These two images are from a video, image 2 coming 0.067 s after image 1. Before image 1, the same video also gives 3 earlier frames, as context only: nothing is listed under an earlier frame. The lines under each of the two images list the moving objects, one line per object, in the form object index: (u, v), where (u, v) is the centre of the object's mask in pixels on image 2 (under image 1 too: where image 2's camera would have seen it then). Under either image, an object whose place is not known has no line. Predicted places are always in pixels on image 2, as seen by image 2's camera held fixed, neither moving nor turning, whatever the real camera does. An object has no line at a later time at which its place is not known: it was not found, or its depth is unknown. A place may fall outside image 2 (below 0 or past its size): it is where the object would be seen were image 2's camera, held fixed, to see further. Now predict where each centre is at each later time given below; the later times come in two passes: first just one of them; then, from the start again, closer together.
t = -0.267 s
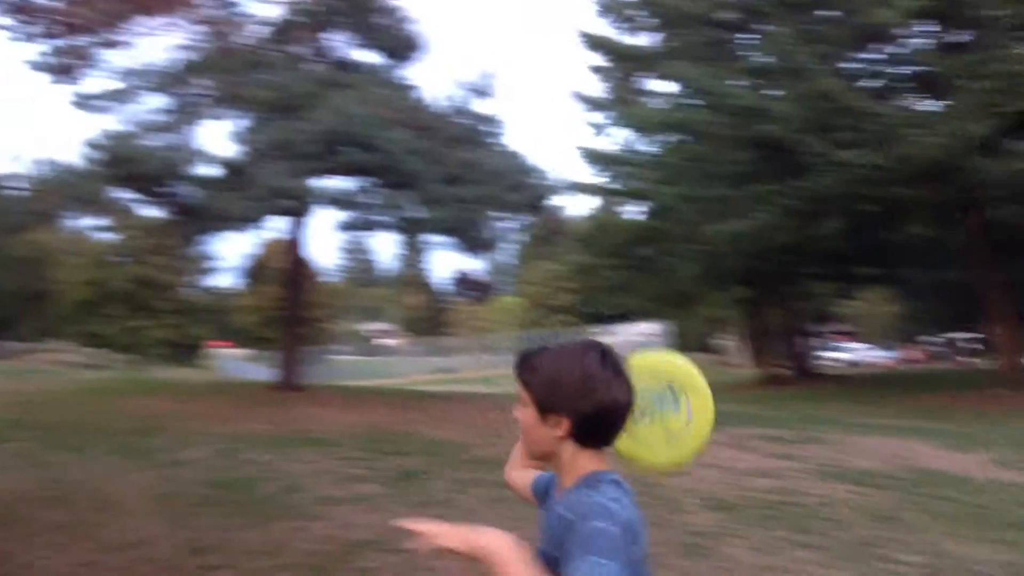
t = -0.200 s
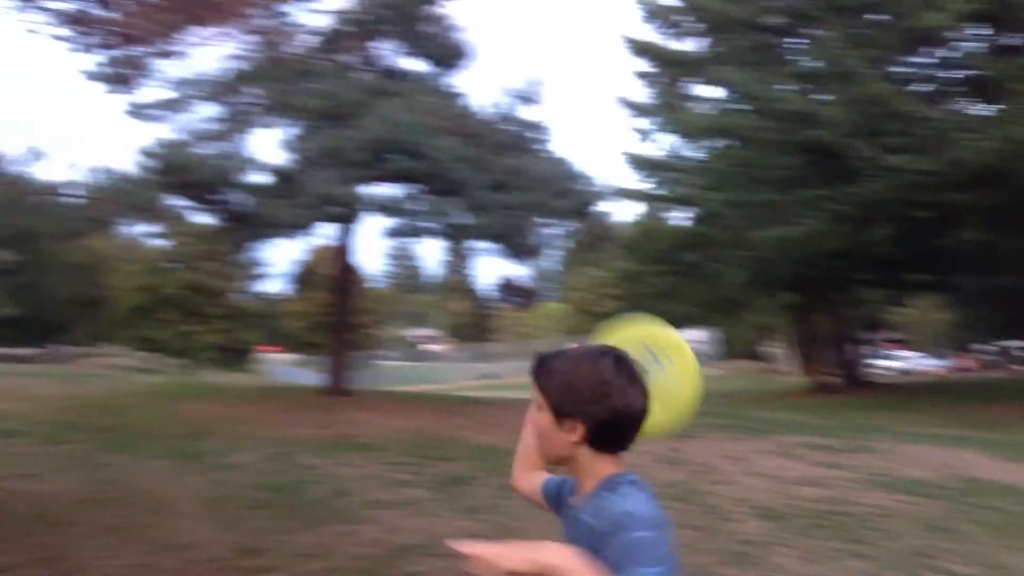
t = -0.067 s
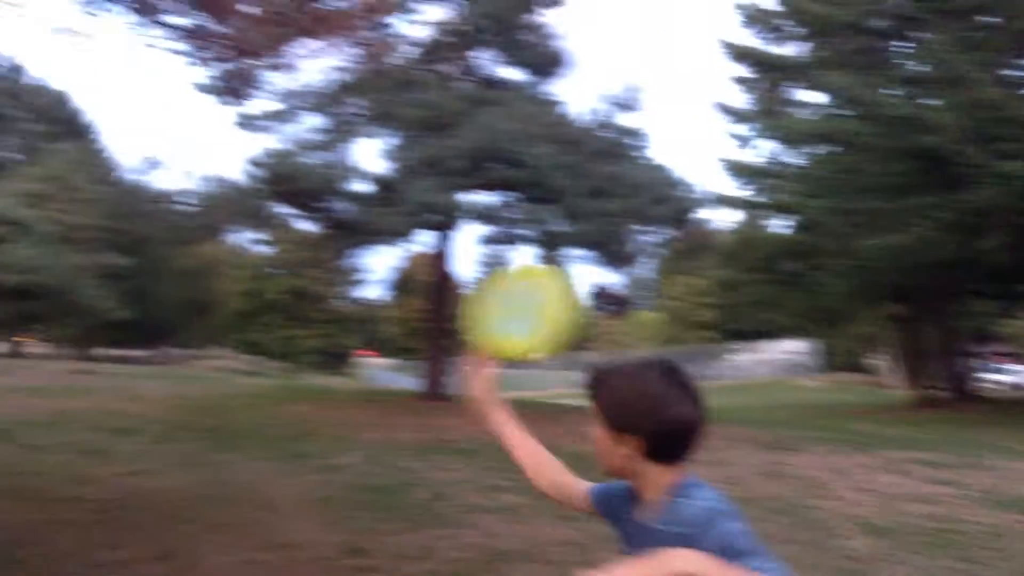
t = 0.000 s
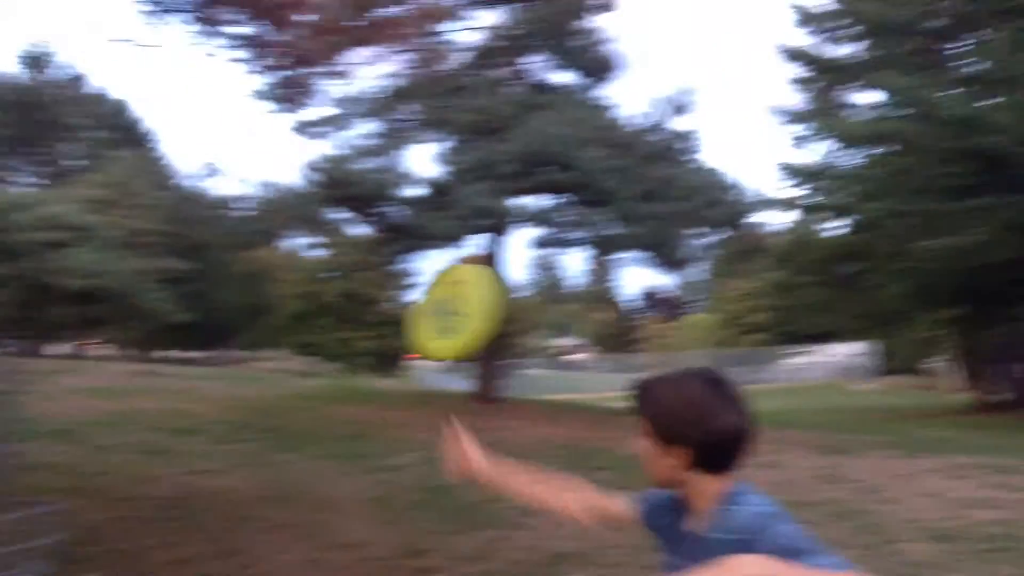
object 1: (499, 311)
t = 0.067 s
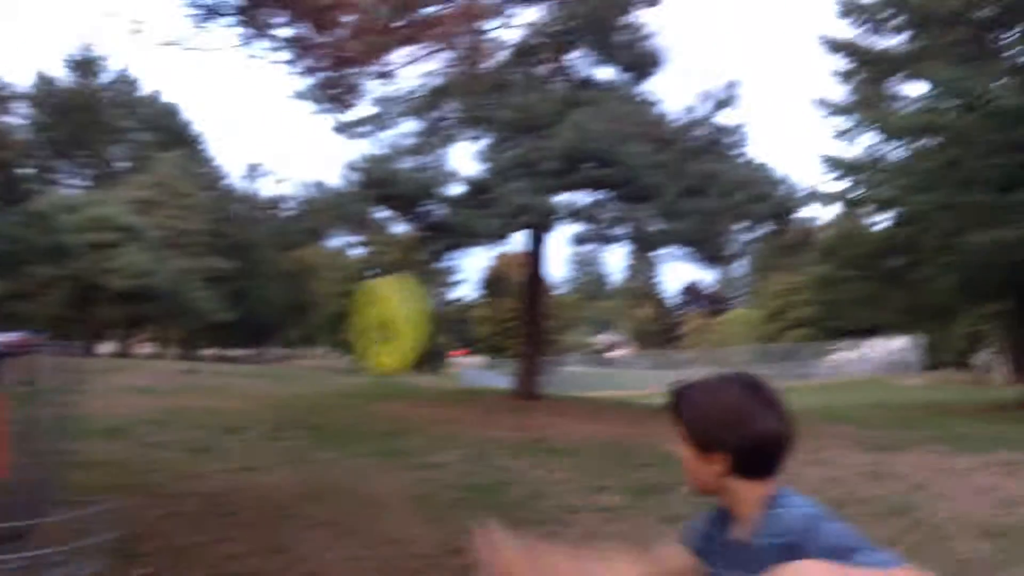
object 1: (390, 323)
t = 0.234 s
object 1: (169, 424)
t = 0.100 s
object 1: (341, 334)
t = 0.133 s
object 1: (295, 351)
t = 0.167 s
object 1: (251, 372)
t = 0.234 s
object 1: (169, 424)
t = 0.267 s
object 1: (130, 452)
